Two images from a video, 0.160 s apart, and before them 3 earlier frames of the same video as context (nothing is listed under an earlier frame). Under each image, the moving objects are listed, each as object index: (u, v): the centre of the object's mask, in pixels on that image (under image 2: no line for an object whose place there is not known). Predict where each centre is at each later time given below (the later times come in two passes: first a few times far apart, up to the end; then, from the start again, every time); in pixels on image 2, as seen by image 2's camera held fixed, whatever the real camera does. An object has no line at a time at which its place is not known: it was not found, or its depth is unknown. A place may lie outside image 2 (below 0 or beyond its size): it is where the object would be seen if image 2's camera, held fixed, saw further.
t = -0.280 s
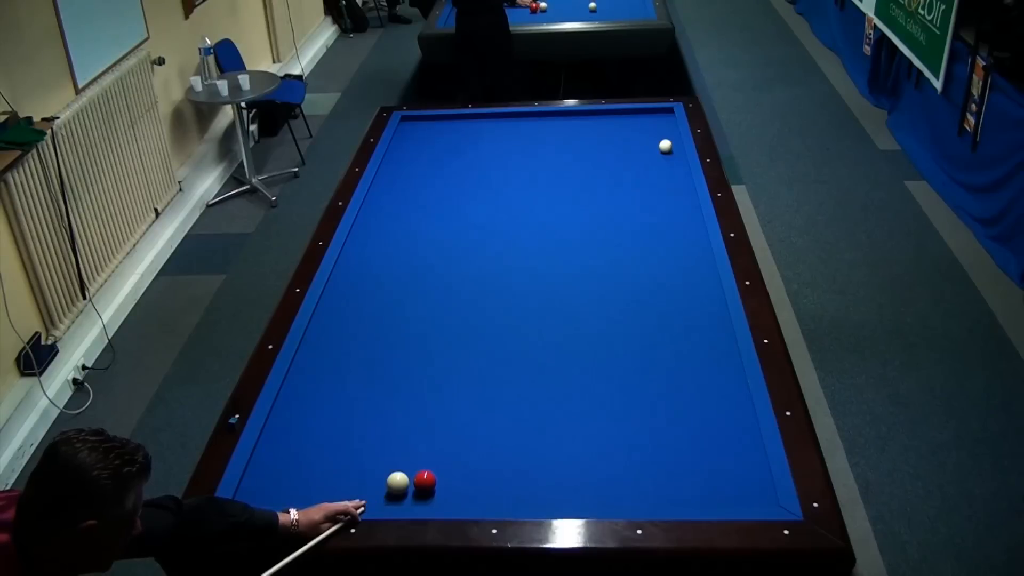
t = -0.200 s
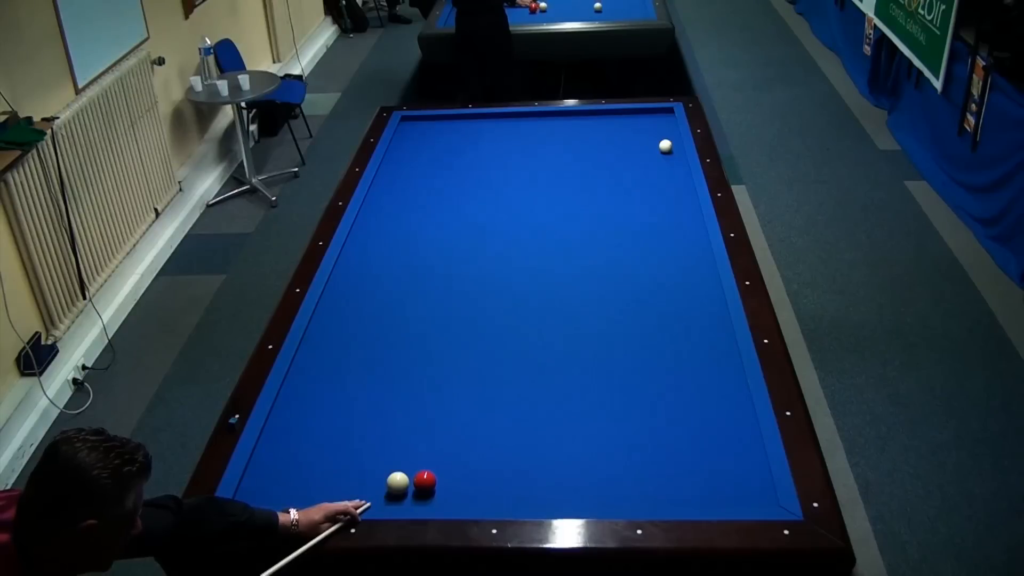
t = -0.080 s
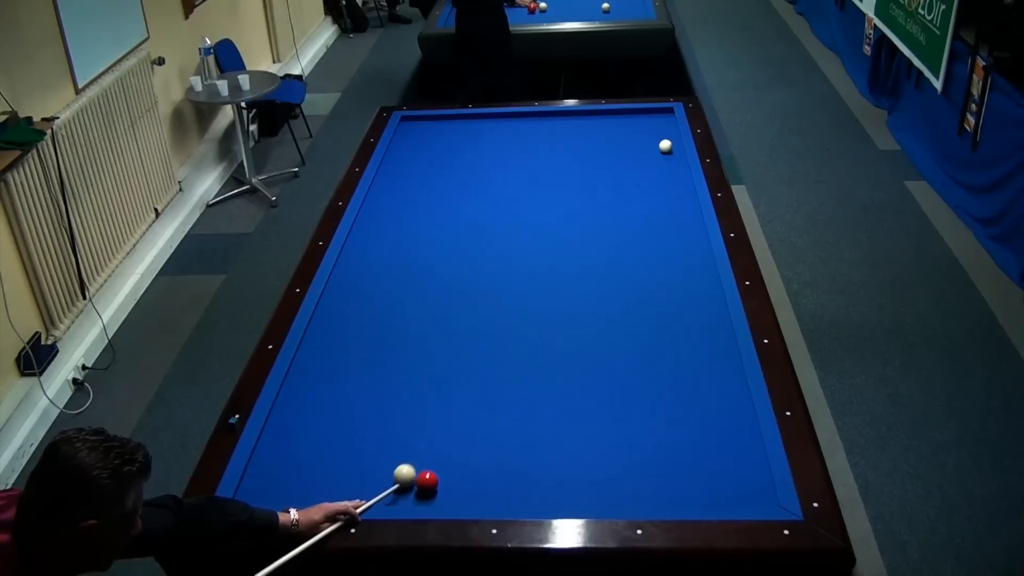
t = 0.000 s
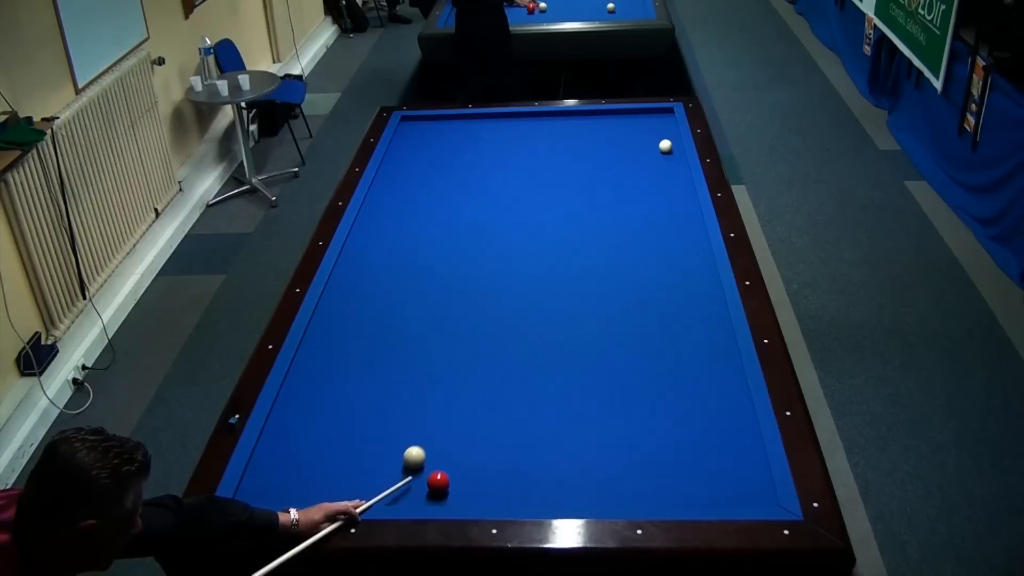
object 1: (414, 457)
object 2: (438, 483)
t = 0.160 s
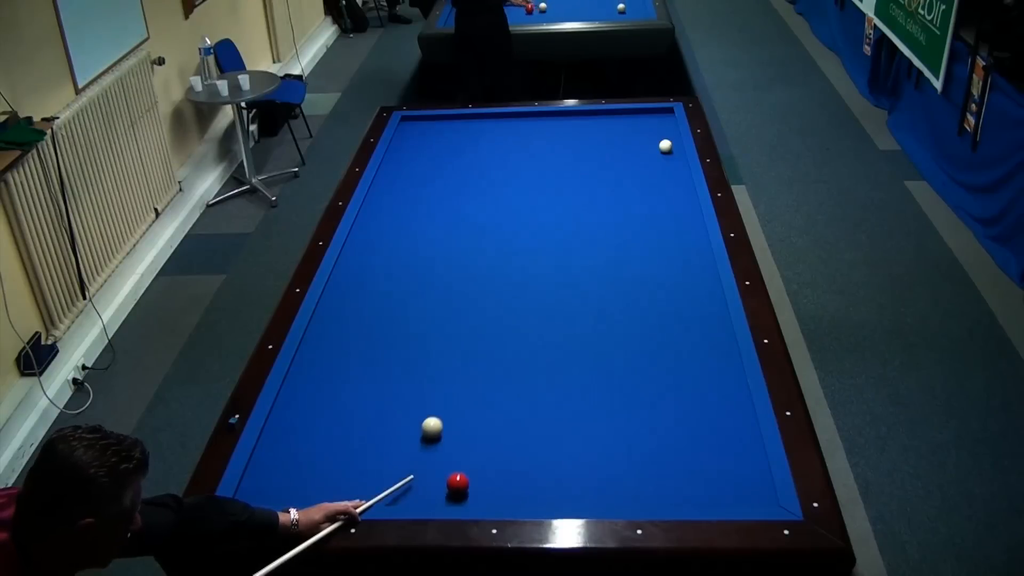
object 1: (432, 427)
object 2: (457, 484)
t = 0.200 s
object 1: (436, 420)
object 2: (462, 484)
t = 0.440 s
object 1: (459, 383)
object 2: (490, 487)
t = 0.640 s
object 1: (477, 354)
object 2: (514, 488)
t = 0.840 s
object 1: (492, 328)
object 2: (536, 489)
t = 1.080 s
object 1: (510, 301)
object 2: (562, 490)
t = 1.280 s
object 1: (522, 280)
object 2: (583, 491)
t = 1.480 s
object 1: (534, 260)
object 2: (604, 492)
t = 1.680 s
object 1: (545, 242)
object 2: (624, 494)
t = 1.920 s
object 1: (557, 222)
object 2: (647, 495)
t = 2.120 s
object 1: (566, 208)
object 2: (665, 496)
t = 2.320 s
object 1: (575, 194)
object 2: (683, 497)
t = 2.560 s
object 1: (584, 178)
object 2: (703, 497)
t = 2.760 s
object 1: (591, 166)
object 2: (718, 497)
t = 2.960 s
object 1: (598, 155)
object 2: (732, 497)
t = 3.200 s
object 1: (605, 142)
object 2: (748, 496)
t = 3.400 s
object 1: (611, 132)
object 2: (760, 496)
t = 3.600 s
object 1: (616, 123)
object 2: (761, 496)
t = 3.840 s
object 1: (623, 113)
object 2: (753, 495)
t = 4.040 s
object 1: (629, 114)
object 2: (746, 495)
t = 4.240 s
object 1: (637, 118)
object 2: (741, 495)
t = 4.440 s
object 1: (645, 123)
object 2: (736, 495)
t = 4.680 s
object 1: (654, 129)
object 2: (732, 495)
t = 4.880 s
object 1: (661, 133)
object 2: (728, 495)
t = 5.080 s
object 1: (669, 137)
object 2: (726, 495)
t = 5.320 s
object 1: (676, 143)
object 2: (723, 496)
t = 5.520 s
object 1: (673, 146)
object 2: (722, 495)
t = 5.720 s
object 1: (671, 148)
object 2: (721, 495)
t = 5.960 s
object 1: (669, 151)
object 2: (721, 495)
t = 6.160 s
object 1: (666, 153)
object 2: (721, 495)
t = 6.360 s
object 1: (665, 155)
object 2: (721, 495)
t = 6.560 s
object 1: (663, 157)
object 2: (721, 495)
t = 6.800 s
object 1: (661, 158)
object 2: (721, 495)
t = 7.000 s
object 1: (659, 160)
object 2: (721, 495)
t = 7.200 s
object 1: (657, 161)
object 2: (721, 495)
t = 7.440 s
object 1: (655, 162)
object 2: (721, 495)
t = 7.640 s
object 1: (654, 164)
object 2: (721, 495)
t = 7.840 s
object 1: (653, 164)
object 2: (721, 495)
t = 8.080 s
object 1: (652, 165)
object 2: (721, 495)
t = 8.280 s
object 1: (651, 166)
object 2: (721, 495)
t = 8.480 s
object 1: (650, 166)
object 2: (721, 495)
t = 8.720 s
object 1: (650, 166)
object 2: (721, 495)
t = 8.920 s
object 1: (649, 167)
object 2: (721, 495)
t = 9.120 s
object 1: (649, 167)
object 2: (721, 495)
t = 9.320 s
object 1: (649, 167)
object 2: (721, 495)
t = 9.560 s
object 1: (649, 167)
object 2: (721, 495)
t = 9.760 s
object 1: (650, 167)
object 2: (721, 495)
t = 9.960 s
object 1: (649, 167)
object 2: (721, 495)
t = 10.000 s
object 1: (650, 167)
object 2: (721, 495)
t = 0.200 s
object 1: (436, 420)
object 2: (462, 484)
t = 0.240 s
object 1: (440, 414)
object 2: (467, 485)
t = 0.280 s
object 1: (444, 407)
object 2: (472, 485)
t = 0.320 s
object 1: (448, 401)
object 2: (476, 485)
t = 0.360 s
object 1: (452, 395)
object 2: (481, 486)
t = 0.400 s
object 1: (456, 389)
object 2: (486, 486)
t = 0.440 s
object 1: (459, 383)
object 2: (490, 487)
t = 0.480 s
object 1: (463, 377)
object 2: (495, 487)
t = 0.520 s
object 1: (467, 371)
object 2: (500, 487)
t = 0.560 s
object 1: (470, 365)
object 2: (504, 488)
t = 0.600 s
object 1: (473, 360)
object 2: (509, 488)
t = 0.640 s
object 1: (477, 354)
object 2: (514, 488)
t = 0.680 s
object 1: (480, 349)
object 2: (518, 488)
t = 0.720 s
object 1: (483, 344)
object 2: (523, 488)
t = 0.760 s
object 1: (486, 338)
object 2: (527, 489)
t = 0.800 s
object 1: (489, 333)
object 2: (531, 489)
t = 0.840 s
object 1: (492, 328)
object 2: (536, 489)
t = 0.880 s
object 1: (495, 324)
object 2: (540, 489)
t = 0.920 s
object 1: (498, 319)
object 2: (545, 489)
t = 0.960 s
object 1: (501, 314)
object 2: (549, 489)
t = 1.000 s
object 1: (504, 310)
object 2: (553, 490)
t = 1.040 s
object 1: (507, 305)
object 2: (558, 490)
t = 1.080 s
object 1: (510, 301)
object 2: (562, 490)
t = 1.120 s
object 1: (512, 296)
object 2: (566, 490)
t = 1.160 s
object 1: (515, 292)
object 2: (570, 491)
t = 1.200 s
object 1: (517, 288)
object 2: (575, 491)
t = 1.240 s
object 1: (520, 283)
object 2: (579, 491)
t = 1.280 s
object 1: (522, 280)
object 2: (583, 491)
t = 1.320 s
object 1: (525, 275)
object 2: (587, 492)
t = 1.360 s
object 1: (527, 272)
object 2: (591, 492)
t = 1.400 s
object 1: (529, 268)
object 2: (596, 492)
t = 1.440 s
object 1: (532, 264)
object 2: (600, 492)
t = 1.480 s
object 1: (534, 260)
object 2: (604, 492)
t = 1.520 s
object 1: (537, 257)
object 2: (608, 493)
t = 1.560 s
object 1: (539, 253)
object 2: (612, 493)
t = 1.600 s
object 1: (541, 250)
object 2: (616, 493)
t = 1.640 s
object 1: (543, 246)
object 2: (620, 493)
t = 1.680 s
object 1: (545, 242)
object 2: (624, 494)
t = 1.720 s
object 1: (547, 239)
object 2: (627, 494)
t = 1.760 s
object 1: (549, 236)
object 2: (632, 494)
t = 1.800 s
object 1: (551, 232)
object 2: (635, 494)
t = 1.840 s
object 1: (553, 229)
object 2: (639, 494)
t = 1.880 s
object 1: (555, 226)
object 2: (643, 495)
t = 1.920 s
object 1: (557, 222)
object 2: (647, 495)
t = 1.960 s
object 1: (559, 219)
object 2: (650, 495)
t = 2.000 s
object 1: (561, 216)
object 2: (654, 495)
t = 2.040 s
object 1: (563, 213)
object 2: (658, 496)
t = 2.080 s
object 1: (564, 211)
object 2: (661, 496)
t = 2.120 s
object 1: (566, 208)
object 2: (665, 496)
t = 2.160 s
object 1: (568, 205)
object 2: (669, 496)
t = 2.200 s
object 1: (570, 202)
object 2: (672, 496)
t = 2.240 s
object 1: (571, 199)
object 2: (676, 496)
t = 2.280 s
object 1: (573, 196)
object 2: (679, 497)
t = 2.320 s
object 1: (575, 194)
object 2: (683, 497)
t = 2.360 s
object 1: (576, 191)
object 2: (686, 497)
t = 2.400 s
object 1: (578, 188)
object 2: (689, 497)
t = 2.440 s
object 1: (579, 186)
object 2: (693, 497)
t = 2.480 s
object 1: (581, 183)
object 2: (696, 497)
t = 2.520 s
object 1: (582, 181)
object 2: (699, 497)
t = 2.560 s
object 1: (584, 178)
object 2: (703, 497)
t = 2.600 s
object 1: (585, 176)
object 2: (706, 498)
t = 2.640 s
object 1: (587, 173)
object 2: (709, 498)
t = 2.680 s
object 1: (588, 171)
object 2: (712, 498)
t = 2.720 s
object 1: (590, 169)
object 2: (715, 498)
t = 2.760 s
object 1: (591, 166)
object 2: (718, 497)
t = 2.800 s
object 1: (592, 164)
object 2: (721, 497)
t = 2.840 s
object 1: (594, 162)
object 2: (724, 497)
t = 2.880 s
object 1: (595, 159)
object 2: (726, 497)
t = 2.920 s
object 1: (596, 157)
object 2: (729, 497)
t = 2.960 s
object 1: (598, 155)
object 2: (732, 497)
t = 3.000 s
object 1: (599, 153)
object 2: (735, 497)
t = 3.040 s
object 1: (600, 151)
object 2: (737, 496)
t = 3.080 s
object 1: (602, 148)
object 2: (740, 497)
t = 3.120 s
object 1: (603, 146)
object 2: (743, 496)
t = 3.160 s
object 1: (604, 144)
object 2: (745, 496)
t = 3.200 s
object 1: (605, 142)
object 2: (748, 496)
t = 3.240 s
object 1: (606, 140)
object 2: (750, 496)
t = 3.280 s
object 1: (608, 138)
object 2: (753, 496)
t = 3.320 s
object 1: (609, 136)
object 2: (755, 496)
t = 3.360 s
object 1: (610, 134)
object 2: (758, 496)
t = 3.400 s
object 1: (611, 132)
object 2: (760, 496)
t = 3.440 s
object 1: (612, 131)
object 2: (763, 496)
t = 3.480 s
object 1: (613, 129)
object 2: (765, 496)
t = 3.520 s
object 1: (614, 127)
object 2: (763, 496)
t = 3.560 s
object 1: (615, 125)
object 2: (762, 496)
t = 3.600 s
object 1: (616, 123)
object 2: (761, 496)
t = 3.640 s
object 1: (618, 122)
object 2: (759, 496)
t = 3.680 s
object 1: (619, 120)
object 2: (758, 496)
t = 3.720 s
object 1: (620, 118)
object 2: (756, 495)
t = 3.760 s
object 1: (621, 116)
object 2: (755, 495)
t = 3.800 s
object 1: (622, 115)
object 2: (754, 495)
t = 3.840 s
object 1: (623, 113)
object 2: (753, 495)
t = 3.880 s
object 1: (624, 111)
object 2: (751, 495)
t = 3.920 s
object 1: (625, 111)
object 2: (750, 495)
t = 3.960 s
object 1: (626, 112)
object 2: (749, 495)
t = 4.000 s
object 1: (628, 113)
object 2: (748, 495)
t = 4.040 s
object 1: (629, 114)
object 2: (746, 495)
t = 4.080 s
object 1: (631, 115)
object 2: (745, 495)
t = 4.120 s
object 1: (633, 116)
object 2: (744, 495)
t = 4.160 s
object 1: (634, 117)
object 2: (743, 495)
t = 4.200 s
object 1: (636, 117)
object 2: (742, 495)
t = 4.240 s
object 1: (637, 118)
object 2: (741, 495)
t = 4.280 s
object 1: (638, 119)
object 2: (740, 495)
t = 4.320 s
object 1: (640, 120)
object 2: (739, 495)
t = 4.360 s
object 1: (642, 121)
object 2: (738, 495)
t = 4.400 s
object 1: (643, 122)
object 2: (737, 495)
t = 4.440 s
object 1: (645, 123)
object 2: (736, 495)
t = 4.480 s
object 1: (646, 124)
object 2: (736, 495)
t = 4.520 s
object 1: (648, 125)
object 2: (735, 495)
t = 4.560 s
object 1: (649, 126)
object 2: (734, 495)
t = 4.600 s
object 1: (651, 127)
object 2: (733, 495)
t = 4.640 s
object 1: (652, 128)
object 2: (732, 495)
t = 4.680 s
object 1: (654, 129)
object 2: (732, 495)
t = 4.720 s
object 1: (655, 130)
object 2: (731, 495)
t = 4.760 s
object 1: (657, 131)
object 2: (730, 495)
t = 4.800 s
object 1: (658, 131)
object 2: (730, 495)
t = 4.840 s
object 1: (659, 132)
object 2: (729, 495)
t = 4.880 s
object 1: (661, 133)
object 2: (728, 495)
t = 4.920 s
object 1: (662, 134)
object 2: (728, 495)
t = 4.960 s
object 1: (664, 134)
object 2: (727, 495)
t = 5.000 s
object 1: (665, 135)
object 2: (727, 495)
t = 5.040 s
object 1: (667, 136)
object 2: (726, 495)
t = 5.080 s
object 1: (669, 137)
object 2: (726, 495)
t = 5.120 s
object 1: (671, 138)
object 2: (725, 495)
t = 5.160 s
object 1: (672, 139)
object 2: (725, 495)
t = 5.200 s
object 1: (674, 140)
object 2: (725, 495)
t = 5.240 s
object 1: (675, 141)
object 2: (724, 495)
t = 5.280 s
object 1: (676, 142)
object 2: (724, 496)
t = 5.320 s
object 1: (676, 143)
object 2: (723, 496)
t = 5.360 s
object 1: (675, 144)
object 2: (723, 496)
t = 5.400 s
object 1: (675, 144)
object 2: (723, 495)
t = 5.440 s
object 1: (674, 145)
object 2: (723, 496)
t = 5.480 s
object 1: (674, 145)
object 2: (722, 495)
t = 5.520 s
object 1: (673, 146)
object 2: (722, 495)
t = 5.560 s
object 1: (673, 146)
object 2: (722, 495)
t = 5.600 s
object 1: (673, 147)
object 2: (722, 495)
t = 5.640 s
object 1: (672, 147)
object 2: (721, 495)
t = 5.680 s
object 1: (672, 148)
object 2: (721, 495)
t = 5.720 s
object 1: (671, 148)
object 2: (721, 495)
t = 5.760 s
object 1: (671, 149)
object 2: (721, 495)
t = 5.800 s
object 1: (670, 149)
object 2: (721, 495)
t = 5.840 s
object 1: (670, 149)
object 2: (721, 495)
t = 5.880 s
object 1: (669, 150)
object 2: (721, 495)
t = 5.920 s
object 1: (669, 150)
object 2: (721, 495)
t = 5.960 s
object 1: (669, 151)
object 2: (721, 495)
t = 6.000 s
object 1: (668, 151)
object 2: (721, 495)
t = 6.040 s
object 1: (668, 152)
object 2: (721, 495)
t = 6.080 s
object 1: (667, 152)
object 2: (721, 495)
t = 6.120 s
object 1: (667, 152)
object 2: (721, 495)
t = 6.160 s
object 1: (666, 153)
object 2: (721, 495)
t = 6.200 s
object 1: (666, 153)
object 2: (721, 495)
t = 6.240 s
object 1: (666, 154)
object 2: (721, 495)
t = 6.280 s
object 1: (666, 154)
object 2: (721, 495)
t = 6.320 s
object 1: (665, 154)
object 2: (721, 495)
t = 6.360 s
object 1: (665, 155)
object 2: (721, 495)
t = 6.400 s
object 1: (664, 155)
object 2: (721, 495)
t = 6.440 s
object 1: (664, 156)
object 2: (721, 495)
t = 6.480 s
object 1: (663, 156)
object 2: (721, 495)
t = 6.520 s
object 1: (663, 156)
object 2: (721, 495)
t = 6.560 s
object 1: (663, 157)
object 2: (721, 495)
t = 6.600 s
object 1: (663, 157)
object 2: (721, 495)
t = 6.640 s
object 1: (662, 157)
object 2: (721, 495)
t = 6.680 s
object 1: (662, 157)
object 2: (721, 495)
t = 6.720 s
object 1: (661, 158)
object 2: (721, 495)
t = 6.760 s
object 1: (661, 158)
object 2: (721, 495)
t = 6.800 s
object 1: (661, 158)
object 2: (721, 495)
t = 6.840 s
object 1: (660, 159)
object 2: (721, 495)
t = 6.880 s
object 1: (660, 159)
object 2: (721, 495)
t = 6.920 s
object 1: (660, 159)
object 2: (721, 495)
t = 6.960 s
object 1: (659, 160)
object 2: (721, 495)
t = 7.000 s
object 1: (659, 160)
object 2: (721, 495)
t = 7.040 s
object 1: (659, 160)
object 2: (721, 495)
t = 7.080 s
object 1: (658, 160)
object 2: (721, 495)
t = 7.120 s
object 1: (658, 161)
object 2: (721, 495)
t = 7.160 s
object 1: (658, 161)
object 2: (721, 495)
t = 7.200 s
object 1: (657, 161)
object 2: (721, 495)
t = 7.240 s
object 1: (657, 161)
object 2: (721, 495)
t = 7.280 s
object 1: (657, 162)
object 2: (721, 495)
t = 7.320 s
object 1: (656, 162)
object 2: (721, 495)
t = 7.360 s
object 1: (656, 162)
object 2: (721, 495)
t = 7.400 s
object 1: (656, 162)
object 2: (721, 495)
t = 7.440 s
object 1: (655, 162)
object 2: (721, 495)
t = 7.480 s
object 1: (655, 163)
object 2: (721, 495)
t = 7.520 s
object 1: (655, 163)
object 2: (721, 495)
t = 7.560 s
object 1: (655, 163)
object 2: (721, 495)
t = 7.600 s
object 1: (655, 163)
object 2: (721, 495)
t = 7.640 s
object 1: (654, 164)
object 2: (721, 495)
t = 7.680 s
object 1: (654, 164)
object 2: (721, 495)
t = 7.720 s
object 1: (654, 164)
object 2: (721, 495)
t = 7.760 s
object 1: (654, 164)
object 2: (721, 495)
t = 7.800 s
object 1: (653, 164)
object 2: (721, 495)
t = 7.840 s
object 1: (653, 164)
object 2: (721, 495)
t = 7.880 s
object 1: (653, 164)
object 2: (721, 495)
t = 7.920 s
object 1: (653, 165)
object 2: (721, 495)
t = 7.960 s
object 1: (652, 165)
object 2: (721, 494)
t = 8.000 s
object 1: (652, 165)
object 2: (721, 495)
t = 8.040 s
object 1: (652, 165)
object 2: (721, 495)
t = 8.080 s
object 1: (652, 165)
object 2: (721, 495)
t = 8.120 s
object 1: (652, 166)
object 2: (721, 495)
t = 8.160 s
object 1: (652, 165)
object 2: (721, 495)
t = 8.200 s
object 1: (651, 166)
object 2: (721, 495)
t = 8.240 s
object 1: (651, 166)
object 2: (721, 495)
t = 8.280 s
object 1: (651, 166)
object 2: (721, 495)
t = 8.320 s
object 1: (651, 166)
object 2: (721, 495)
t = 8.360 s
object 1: (651, 166)
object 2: (721, 495)
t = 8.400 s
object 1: (651, 166)
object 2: (721, 495)
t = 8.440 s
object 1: (650, 166)
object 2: (721, 495)
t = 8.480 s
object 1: (650, 166)
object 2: (721, 495)
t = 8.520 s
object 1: (650, 166)
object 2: (721, 495)
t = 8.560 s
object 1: (650, 166)
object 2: (721, 495)
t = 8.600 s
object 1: (650, 166)
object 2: (721, 495)
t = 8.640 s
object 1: (650, 167)
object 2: (721, 495)
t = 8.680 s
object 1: (650, 166)
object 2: (721, 495)
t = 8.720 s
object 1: (650, 166)
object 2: (721, 495)
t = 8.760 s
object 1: (650, 166)
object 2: (721, 495)
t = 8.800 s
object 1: (650, 167)
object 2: (721, 495)
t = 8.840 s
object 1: (650, 167)
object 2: (721, 495)
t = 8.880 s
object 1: (649, 167)
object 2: (721, 495)
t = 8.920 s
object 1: (649, 167)
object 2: (721, 495)
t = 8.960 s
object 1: (649, 167)
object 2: (721, 495)
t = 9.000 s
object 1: (649, 167)
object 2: (721, 495)
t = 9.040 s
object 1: (649, 167)
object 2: (721, 495)
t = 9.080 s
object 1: (649, 167)
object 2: (721, 495)
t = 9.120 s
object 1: (649, 167)
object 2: (721, 495)
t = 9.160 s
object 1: (649, 167)
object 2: (721, 495)
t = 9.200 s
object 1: (649, 167)
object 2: (721, 495)
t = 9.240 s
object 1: (649, 166)
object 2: (721, 495)
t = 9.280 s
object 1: (649, 166)
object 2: (721, 495)
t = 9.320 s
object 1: (649, 167)
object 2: (721, 495)
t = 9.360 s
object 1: (649, 167)
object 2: (721, 495)
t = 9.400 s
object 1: (649, 167)
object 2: (721, 495)
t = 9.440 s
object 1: (649, 167)
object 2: (721, 495)
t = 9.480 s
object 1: (649, 167)
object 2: (721, 495)
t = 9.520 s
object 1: (649, 167)
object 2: (721, 495)
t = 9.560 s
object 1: (649, 167)
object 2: (721, 495)
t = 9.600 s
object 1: (650, 167)
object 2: (721, 495)
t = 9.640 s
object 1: (650, 167)
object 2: (721, 495)
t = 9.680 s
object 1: (649, 167)
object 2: (721, 495)
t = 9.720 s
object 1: (649, 167)
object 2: (721, 495)
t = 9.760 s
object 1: (650, 167)
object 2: (721, 495)
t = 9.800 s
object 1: (649, 167)
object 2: (721, 494)
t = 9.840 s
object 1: (650, 167)
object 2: (721, 494)
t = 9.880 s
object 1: (649, 167)
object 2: (721, 495)
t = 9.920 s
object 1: (649, 167)
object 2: (721, 495)
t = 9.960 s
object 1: (649, 167)
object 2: (721, 495)
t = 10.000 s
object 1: (650, 167)
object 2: (721, 495)
